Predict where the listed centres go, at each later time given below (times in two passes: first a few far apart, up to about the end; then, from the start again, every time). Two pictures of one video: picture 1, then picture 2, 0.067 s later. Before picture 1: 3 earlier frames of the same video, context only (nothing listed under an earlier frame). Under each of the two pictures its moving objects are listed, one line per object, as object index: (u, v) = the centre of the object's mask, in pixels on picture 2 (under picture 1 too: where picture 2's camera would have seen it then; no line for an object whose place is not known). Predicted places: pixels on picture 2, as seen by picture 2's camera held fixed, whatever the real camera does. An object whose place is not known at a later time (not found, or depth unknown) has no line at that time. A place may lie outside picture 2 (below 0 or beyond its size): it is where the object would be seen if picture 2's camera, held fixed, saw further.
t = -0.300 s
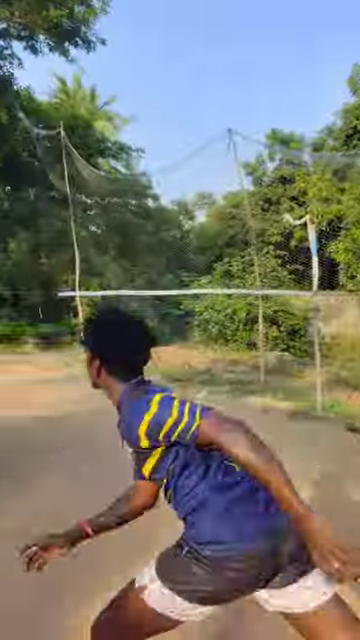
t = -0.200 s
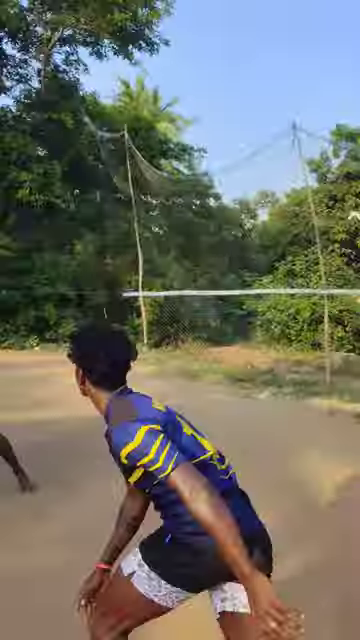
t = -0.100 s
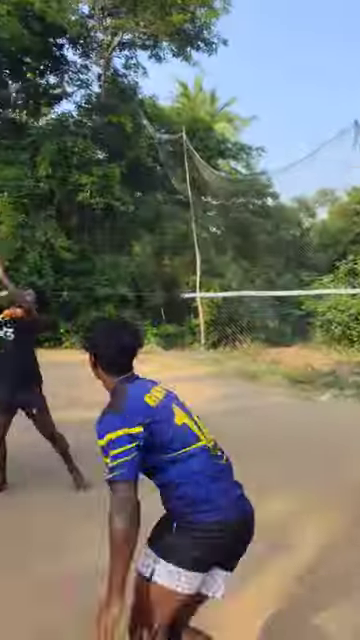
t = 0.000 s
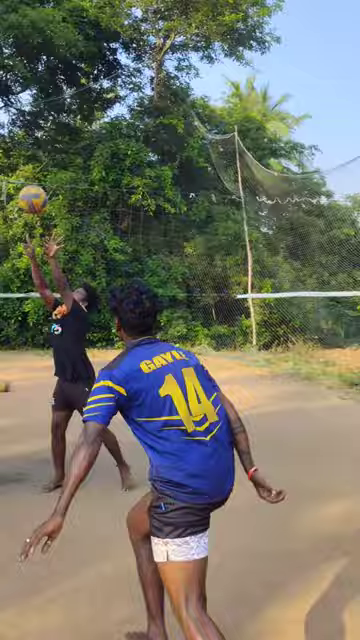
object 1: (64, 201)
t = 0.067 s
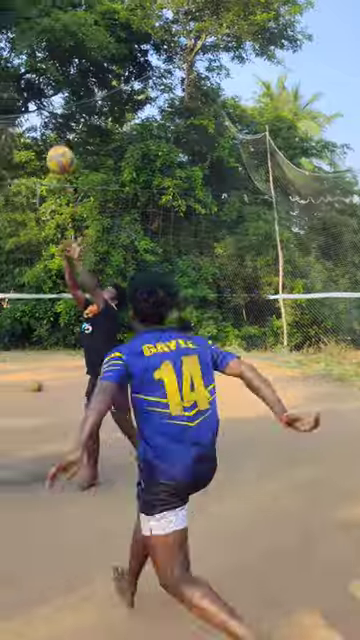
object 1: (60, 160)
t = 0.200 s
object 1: (54, 94)
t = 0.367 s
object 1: (42, 45)
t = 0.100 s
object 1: (59, 141)
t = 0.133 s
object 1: (56, 125)
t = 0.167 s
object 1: (55, 109)
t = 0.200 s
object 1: (54, 94)
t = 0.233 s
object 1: (51, 82)
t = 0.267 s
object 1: (49, 71)
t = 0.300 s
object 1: (47, 61)
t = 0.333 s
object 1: (45, 54)
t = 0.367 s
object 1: (42, 45)
